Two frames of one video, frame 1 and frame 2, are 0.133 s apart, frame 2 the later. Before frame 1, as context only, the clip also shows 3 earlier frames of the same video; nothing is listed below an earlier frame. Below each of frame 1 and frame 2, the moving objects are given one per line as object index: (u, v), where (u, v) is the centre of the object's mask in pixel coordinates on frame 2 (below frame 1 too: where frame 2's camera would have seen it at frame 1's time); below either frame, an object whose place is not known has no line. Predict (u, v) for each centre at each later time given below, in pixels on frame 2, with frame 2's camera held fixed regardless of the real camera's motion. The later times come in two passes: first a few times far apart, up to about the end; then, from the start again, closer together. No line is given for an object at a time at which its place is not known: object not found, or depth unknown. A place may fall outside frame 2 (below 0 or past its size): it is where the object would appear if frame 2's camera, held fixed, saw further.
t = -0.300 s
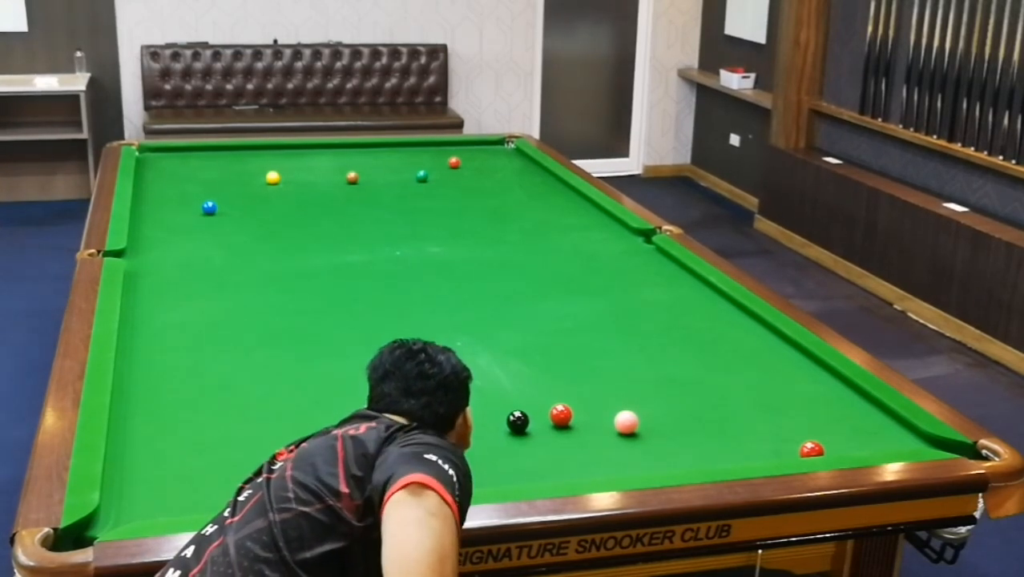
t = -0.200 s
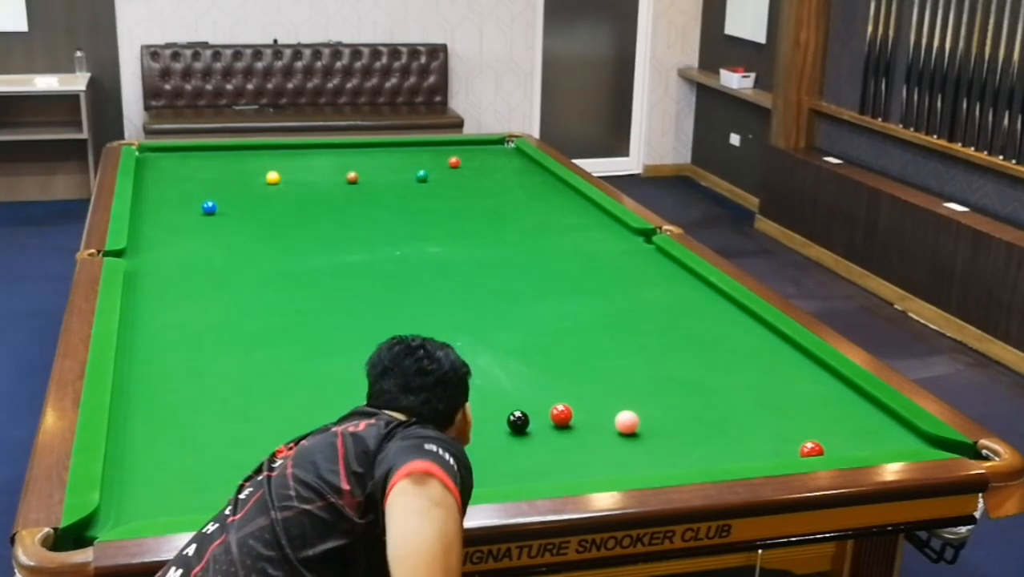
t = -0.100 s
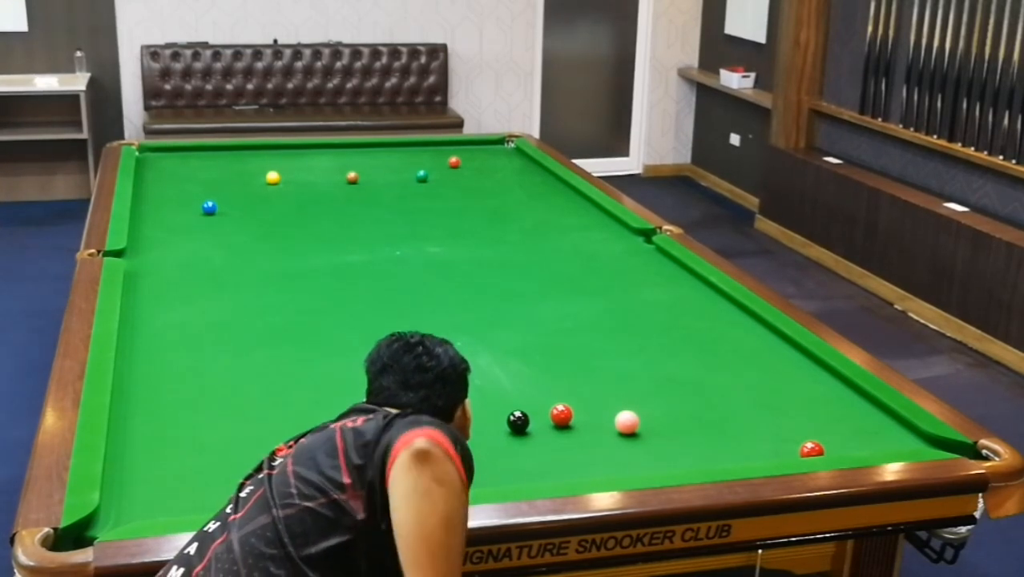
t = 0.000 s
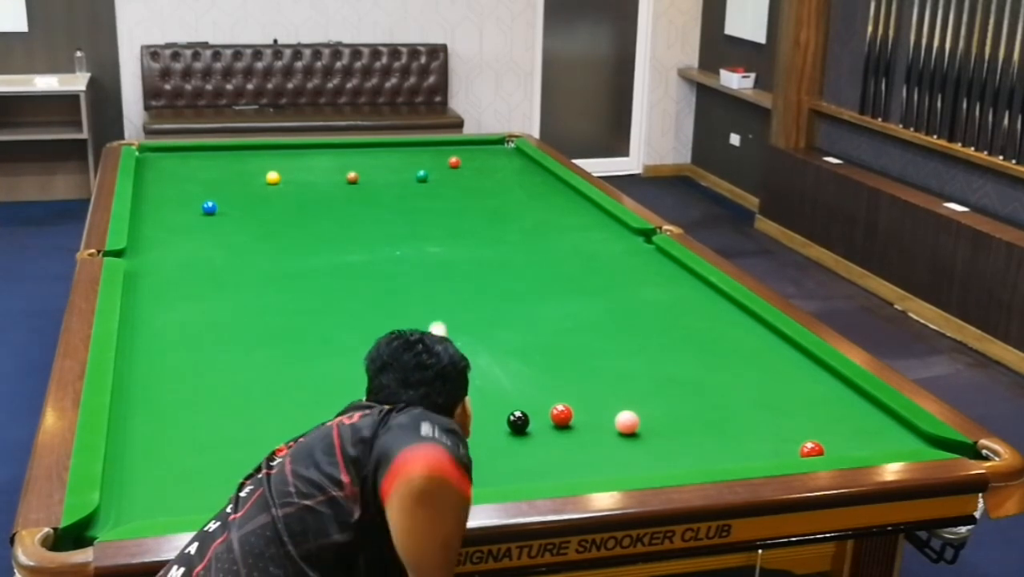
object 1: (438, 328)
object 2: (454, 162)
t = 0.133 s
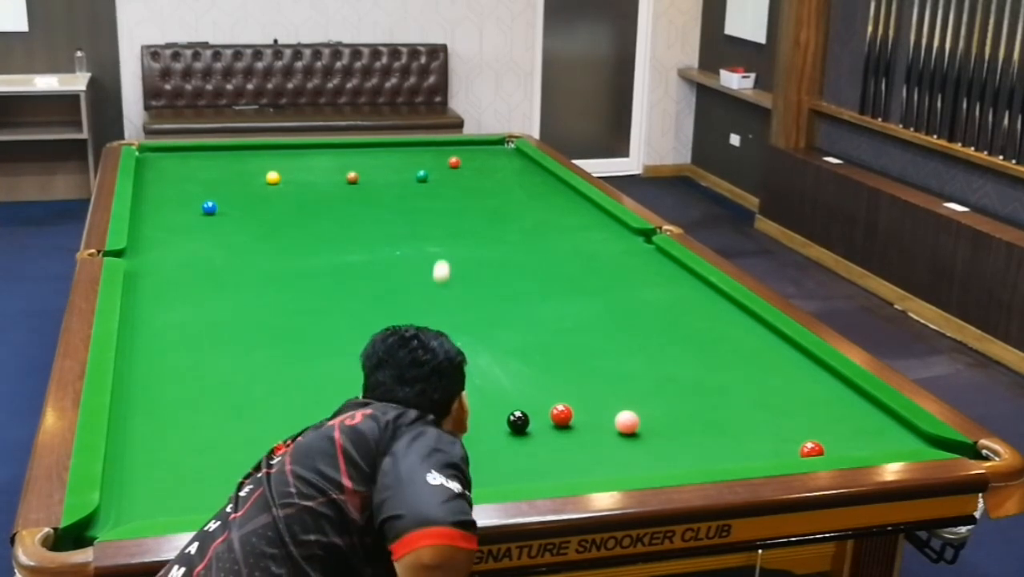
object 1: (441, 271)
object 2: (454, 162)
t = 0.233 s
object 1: (444, 236)
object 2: (454, 162)
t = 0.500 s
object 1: (448, 174)
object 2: (454, 161)
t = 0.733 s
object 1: (413, 158)
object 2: (490, 146)
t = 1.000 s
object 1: (367, 151)
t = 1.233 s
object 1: (328, 145)
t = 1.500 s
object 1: (291, 149)
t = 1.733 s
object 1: (258, 155)
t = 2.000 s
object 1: (220, 161)
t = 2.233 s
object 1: (186, 166)
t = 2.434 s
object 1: (156, 171)
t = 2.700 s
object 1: (155, 176)
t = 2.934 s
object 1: (178, 180)
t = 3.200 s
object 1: (203, 185)
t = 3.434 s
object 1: (224, 189)
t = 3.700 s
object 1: (248, 193)
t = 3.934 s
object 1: (269, 196)
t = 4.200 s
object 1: (291, 201)
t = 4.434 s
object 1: (310, 204)
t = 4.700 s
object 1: (331, 208)
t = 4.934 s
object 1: (349, 211)
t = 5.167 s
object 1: (366, 214)
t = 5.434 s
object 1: (385, 217)
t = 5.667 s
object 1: (401, 219)
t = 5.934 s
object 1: (417, 223)
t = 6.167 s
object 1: (430, 226)
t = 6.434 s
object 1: (444, 228)
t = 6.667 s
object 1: (456, 230)
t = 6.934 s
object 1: (468, 232)
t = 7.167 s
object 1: (476, 233)
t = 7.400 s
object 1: (485, 235)
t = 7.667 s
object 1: (493, 236)
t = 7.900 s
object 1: (498, 237)
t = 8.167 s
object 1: (502, 238)
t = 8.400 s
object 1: (506, 239)
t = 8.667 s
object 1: (509, 239)
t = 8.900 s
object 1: (510, 239)
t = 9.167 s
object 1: (510, 239)
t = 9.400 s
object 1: (509, 239)
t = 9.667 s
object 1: (509, 239)
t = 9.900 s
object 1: (509, 239)
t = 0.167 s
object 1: (442, 257)
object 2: (454, 162)
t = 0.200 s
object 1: (443, 246)
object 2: (454, 162)
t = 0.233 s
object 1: (444, 236)
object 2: (454, 162)
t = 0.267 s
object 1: (445, 226)
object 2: (454, 162)
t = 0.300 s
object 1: (445, 216)
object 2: (454, 162)
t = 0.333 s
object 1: (446, 208)
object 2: (454, 162)
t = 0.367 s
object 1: (447, 200)
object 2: (454, 162)
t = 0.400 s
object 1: (447, 193)
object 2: (454, 162)
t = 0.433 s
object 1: (447, 186)
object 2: (454, 162)
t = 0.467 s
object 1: (448, 180)
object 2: (454, 162)
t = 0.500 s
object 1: (448, 174)
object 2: (454, 161)
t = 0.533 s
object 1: (449, 168)
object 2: (455, 160)
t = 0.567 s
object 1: (448, 164)
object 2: (457, 160)
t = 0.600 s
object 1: (441, 162)
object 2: (462, 158)
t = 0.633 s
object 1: (433, 161)
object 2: (470, 154)
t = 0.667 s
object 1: (426, 160)
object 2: (477, 152)
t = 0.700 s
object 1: (419, 159)
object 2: (484, 149)
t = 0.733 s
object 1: (413, 158)
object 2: (490, 146)
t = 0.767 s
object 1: (407, 157)
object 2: (497, 143)
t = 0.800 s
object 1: (402, 156)
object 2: (502, 141)
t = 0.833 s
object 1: (395, 156)
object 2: (509, 140)
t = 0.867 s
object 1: (389, 155)
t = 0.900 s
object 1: (384, 154)
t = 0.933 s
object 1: (378, 153)
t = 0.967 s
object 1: (372, 152)
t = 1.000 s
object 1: (367, 151)
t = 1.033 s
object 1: (361, 150)
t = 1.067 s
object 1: (355, 149)
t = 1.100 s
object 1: (350, 148)
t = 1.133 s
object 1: (344, 148)
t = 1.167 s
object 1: (339, 147)
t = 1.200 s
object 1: (334, 146)
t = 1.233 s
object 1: (328, 145)
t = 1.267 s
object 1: (323, 144)
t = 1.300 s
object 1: (319, 145)
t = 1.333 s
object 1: (314, 146)
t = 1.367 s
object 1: (309, 147)
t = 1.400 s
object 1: (305, 147)
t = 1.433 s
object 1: (300, 148)
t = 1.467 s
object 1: (296, 149)
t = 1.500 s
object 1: (291, 149)
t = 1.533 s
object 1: (286, 150)
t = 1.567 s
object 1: (282, 151)
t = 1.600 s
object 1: (277, 152)
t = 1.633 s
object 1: (272, 152)
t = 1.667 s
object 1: (268, 153)
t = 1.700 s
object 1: (263, 154)
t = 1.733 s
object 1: (258, 155)
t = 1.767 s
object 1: (254, 155)
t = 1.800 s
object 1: (249, 156)
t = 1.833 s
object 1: (244, 157)
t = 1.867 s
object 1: (239, 158)
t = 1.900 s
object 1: (234, 158)
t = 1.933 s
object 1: (230, 159)
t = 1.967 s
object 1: (225, 160)
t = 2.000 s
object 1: (220, 161)
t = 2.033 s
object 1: (215, 162)
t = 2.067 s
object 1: (210, 162)
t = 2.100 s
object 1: (205, 163)
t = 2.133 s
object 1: (200, 164)
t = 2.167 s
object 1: (195, 165)
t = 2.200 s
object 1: (191, 165)
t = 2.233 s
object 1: (186, 166)
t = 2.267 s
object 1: (181, 167)
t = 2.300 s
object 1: (176, 168)
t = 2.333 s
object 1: (171, 168)
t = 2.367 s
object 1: (166, 169)
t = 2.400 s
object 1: (161, 170)
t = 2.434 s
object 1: (156, 171)
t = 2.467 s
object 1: (151, 172)
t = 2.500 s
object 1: (146, 173)
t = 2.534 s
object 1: (142, 173)
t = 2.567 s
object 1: (142, 174)
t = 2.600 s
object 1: (146, 175)
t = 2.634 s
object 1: (149, 175)
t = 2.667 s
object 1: (152, 176)
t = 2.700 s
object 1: (155, 176)
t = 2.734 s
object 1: (159, 177)
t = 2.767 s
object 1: (162, 178)
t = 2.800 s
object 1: (165, 178)
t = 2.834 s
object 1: (168, 179)
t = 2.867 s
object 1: (171, 179)
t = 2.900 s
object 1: (175, 180)
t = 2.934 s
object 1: (178, 180)
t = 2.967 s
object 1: (181, 181)
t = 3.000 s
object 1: (184, 181)
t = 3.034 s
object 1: (187, 182)
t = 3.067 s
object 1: (190, 183)
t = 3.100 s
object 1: (193, 183)
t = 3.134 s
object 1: (197, 184)
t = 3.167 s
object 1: (200, 184)
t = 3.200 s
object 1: (203, 185)
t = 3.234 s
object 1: (206, 185)
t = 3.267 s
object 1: (209, 186)
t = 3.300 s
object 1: (212, 186)
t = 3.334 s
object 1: (215, 187)
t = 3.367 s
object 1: (218, 188)
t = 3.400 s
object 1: (221, 188)
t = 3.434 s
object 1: (224, 189)
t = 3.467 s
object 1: (227, 189)
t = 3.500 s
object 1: (230, 190)
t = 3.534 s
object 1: (233, 190)
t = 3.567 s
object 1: (236, 191)
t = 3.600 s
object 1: (239, 191)
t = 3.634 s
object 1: (242, 192)
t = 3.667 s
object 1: (245, 192)
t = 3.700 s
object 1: (248, 193)
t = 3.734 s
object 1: (251, 193)
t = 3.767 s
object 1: (254, 194)
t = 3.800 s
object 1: (257, 194)
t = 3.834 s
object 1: (260, 195)
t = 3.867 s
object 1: (262, 195)
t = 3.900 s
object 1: (265, 196)
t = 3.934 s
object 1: (269, 196)
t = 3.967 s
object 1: (271, 197)
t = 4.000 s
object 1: (274, 198)
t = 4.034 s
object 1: (277, 198)
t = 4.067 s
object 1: (280, 199)
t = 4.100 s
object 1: (283, 199)
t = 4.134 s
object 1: (286, 200)
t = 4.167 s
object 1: (288, 200)
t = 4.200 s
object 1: (291, 201)
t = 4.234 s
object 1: (294, 201)
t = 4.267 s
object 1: (297, 202)
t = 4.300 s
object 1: (300, 202)
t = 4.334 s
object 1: (302, 203)
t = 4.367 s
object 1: (305, 202)
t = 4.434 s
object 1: (310, 204)
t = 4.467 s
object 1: (313, 205)
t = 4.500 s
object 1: (316, 205)
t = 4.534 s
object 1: (318, 206)
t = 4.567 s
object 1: (321, 206)
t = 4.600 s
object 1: (324, 206)
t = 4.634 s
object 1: (326, 207)
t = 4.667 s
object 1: (329, 207)
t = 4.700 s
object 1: (331, 208)
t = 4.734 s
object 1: (334, 208)
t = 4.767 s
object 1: (337, 209)
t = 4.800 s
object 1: (339, 209)
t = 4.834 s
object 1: (342, 210)
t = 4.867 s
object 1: (344, 210)
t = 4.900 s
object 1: (347, 211)
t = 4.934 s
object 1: (349, 211)
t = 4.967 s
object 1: (352, 212)
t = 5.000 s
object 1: (354, 212)
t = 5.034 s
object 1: (357, 212)
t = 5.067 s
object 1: (359, 213)
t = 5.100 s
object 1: (362, 213)
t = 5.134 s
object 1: (364, 214)
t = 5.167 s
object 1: (366, 214)
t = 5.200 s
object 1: (369, 214)
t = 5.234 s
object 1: (371, 215)
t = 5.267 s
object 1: (374, 215)
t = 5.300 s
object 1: (376, 216)
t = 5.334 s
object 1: (378, 216)
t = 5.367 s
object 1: (381, 216)
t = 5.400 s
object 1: (383, 217)
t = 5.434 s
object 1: (385, 217)
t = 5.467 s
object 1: (388, 217)
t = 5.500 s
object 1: (390, 218)
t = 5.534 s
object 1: (392, 218)
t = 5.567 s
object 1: (395, 219)
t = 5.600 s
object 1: (396, 219)
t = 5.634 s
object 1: (399, 219)
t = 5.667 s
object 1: (401, 219)
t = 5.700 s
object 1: (403, 219)
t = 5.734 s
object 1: (405, 220)
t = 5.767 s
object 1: (407, 221)
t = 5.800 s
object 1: (409, 222)
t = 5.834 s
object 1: (411, 222)
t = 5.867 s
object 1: (413, 222)
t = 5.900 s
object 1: (415, 223)
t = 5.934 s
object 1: (417, 223)
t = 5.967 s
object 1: (419, 223)
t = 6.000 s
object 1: (422, 224)
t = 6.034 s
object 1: (423, 224)
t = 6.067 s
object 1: (425, 224)
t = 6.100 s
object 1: (427, 225)
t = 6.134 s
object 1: (429, 225)
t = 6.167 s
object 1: (430, 226)
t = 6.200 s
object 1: (432, 226)
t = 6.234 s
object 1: (434, 226)
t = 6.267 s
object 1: (436, 226)
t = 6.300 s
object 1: (438, 226)
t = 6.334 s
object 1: (440, 227)
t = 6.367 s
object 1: (441, 227)
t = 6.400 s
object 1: (443, 228)
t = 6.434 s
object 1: (444, 228)
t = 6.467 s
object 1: (446, 228)
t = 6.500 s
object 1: (448, 229)
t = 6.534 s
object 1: (449, 229)
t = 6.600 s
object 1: (453, 229)
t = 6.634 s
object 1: (455, 230)
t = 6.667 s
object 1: (456, 230)
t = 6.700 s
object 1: (457, 230)
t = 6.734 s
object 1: (459, 230)
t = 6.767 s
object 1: (461, 231)
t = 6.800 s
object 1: (462, 231)
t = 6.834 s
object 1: (464, 231)
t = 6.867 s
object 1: (465, 231)
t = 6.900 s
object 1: (466, 232)
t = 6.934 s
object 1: (468, 232)
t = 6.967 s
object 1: (469, 232)
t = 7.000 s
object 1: (471, 232)
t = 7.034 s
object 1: (472, 232)
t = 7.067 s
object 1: (473, 233)
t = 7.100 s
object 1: (474, 233)
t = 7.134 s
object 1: (475, 233)
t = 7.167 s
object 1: (476, 233)
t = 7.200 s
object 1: (478, 233)
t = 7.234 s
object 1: (480, 233)
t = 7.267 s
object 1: (481, 234)
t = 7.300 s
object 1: (481, 234)
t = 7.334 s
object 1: (482, 234)
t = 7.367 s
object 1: (484, 235)
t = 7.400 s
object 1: (485, 235)
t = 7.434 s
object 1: (486, 235)
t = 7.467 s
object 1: (487, 235)
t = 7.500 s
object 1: (488, 235)
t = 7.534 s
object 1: (489, 235)
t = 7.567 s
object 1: (490, 235)
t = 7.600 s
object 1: (491, 236)
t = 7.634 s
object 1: (492, 236)
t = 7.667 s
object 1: (493, 236)
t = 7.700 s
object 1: (493, 236)
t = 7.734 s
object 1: (494, 236)
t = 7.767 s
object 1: (495, 236)
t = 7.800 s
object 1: (496, 236)
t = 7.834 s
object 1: (497, 237)
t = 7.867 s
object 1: (498, 237)
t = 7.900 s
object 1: (498, 237)
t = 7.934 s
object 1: (499, 237)
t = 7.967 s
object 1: (500, 237)
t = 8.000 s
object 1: (500, 238)
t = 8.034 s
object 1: (501, 238)
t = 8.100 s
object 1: (501, 238)
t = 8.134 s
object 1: (502, 238)
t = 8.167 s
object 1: (502, 238)
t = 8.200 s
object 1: (504, 238)
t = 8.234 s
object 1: (504, 238)
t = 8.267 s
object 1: (505, 238)
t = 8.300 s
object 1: (504, 238)
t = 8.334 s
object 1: (505, 238)
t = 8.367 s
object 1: (506, 239)
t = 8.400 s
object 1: (506, 239)
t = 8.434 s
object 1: (506, 239)
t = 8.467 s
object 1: (507, 239)
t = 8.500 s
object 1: (507, 239)
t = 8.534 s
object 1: (507, 239)
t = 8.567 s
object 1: (508, 239)
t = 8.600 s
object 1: (508, 239)
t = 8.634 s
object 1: (508, 239)
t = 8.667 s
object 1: (509, 239)
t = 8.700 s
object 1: (509, 239)
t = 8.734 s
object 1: (509, 239)
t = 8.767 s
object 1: (509, 239)
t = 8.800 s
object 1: (509, 239)
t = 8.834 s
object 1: (510, 239)
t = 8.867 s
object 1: (510, 239)
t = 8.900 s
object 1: (510, 239)
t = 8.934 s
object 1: (509, 239)
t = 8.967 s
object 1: (510, 239)
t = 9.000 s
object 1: (509, 239)
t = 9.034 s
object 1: (509, 239)
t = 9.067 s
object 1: (510, 239)
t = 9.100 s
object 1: (510, 239)
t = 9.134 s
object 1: (510, 239)
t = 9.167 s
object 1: (510, 239)
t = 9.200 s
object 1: (510, 239)
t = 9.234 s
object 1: (509, 239)
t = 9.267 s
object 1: (509, 239)
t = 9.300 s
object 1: (509, 239)
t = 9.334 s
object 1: (509, 239)
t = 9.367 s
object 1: (509, 239)
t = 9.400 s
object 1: (509, 239)
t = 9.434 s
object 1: (509, 239)
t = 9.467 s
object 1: (510, 239)
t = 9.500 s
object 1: (510, 239)
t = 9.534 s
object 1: (509, 239)
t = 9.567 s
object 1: (509, 239)
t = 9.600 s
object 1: (509, 239)
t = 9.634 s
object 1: (509, 239)
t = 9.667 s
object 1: (509, 239)
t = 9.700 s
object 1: (509, 239)
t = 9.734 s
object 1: (509, 239)
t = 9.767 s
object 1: (509, 239)
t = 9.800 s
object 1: (509, 239)
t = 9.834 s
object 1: (509, 239)
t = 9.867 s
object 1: (509, 239)
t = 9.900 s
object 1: (509, 239)
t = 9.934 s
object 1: (510, 239)
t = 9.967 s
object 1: (510, 239)
